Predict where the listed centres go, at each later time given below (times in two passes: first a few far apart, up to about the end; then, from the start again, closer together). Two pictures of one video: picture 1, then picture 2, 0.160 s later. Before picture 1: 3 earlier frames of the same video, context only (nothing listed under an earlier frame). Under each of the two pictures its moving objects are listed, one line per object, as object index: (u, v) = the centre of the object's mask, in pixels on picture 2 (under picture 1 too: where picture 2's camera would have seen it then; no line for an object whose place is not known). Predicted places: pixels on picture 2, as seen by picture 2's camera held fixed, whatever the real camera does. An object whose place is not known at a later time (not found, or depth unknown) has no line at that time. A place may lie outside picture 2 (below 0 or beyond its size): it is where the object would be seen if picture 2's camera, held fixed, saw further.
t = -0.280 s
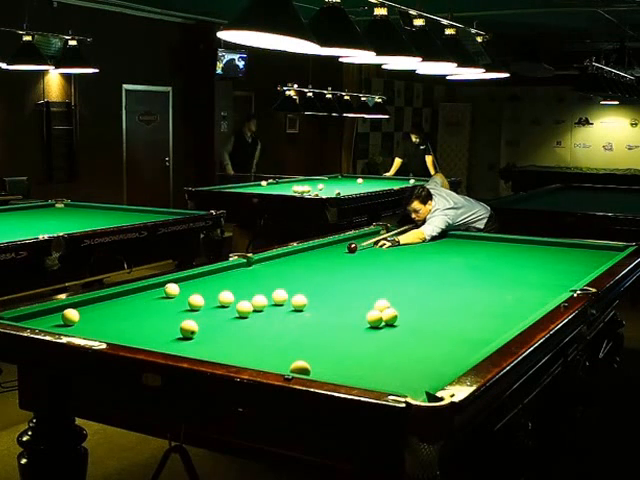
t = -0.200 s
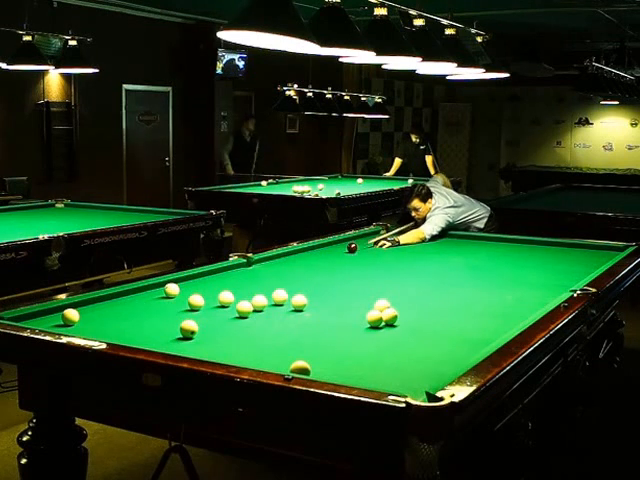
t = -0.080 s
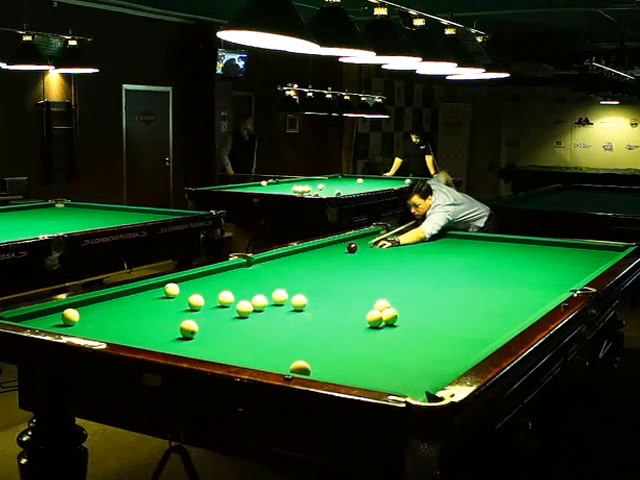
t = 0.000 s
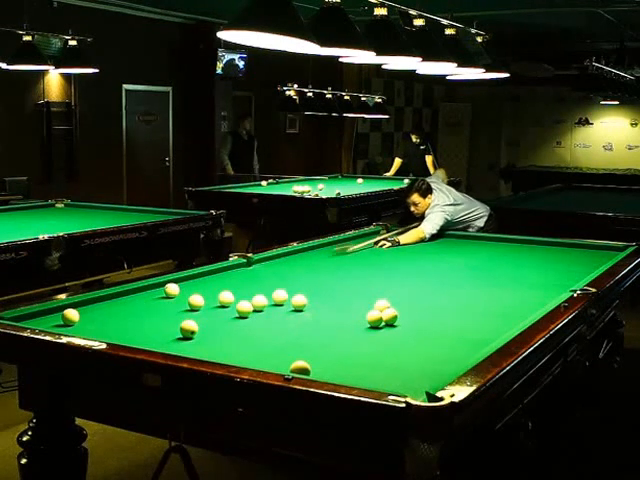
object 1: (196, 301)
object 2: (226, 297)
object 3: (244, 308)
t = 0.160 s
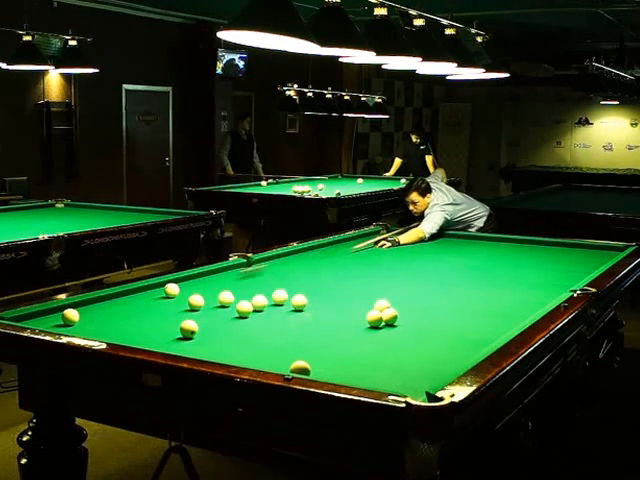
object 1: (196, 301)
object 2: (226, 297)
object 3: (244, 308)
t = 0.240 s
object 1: (196, 301)
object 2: (226, 298)
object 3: (244, 308)
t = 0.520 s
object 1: (196, 301)
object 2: (226, 297)
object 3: (244, 308)
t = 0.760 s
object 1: (196, 301)
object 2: (226, 298)
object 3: (244, 308)
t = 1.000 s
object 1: (196, 301)
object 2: (226, 297)
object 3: (244, 308)
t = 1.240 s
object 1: (196, 301)
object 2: (225, 298)
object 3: (244, 308)
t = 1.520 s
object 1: (196, 301)
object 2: (226, 297)
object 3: (244, 308)
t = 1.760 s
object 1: (196, 301)
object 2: (226, 297)
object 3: (244, 308)
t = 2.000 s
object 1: (196, 301)
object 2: (226, 298)
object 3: (244, 308)
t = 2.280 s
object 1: (196, 301)
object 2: (226, 298)
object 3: (244, 308)
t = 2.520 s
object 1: (196, 301)
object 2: (226, 297)
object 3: (244, 308)
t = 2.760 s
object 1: (196, 301)
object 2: (226, 297)
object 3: (244, 308)
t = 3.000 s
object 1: (196, 301)
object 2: (225, 298)
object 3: (244, 308)
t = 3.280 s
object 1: (196, 301)
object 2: (226, 297)
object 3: (244, 308)
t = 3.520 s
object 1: (196, 301)
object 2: (226, 297)
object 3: (244, 308)
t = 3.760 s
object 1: (196, 301)
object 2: (225, 298)
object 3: (244, 308)
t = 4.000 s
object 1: (196, 301)
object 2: (226, 297)
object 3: (244, 308)
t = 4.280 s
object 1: (193, 302)
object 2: (208, 299)
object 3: (244, 309)
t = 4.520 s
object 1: (177, 304)
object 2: (198, 299)
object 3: (246, 311)
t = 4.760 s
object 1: (161, 307)
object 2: (189, 298)
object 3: (250, 315)
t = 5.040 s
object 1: (144, 309)
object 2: (180, 298)
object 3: (255, 320)
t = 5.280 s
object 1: (130, 311)
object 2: (172, 297)
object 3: (260, 323)
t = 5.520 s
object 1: (116, 313)
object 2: (166, 297)
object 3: (264, 327)
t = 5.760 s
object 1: (103, 315)
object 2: (161, 297)
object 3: (268, 331)
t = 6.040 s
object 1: (89, 317)
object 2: (155, 296)
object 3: (273, 336)
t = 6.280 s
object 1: (79, 319)
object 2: (152, 297)
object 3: (277, 340)
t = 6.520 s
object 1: (68, 321)
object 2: (151, 296)
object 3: (281, 343)
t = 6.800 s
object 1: (58, 322)
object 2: (150, 296)
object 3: (286, 347)
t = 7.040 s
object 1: (50, 322)
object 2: (150, 296)
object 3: (290, 349)
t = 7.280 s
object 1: (43, 322)
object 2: (150, 296)
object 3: (293, 352)
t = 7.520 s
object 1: (38, 322)
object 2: (150, 296)
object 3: (296, 353)
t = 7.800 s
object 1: (38, 322)
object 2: (149, 296)
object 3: (300, 355)
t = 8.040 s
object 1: (39, 322)
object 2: (150, 296)
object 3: (303, 356)
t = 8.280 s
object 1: (39, 322)
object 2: (150, 296)
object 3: (306, 358)
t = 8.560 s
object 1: (39, 322)
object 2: (149, 296)
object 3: (309, 360)
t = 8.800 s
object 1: (39, 322)
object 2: (149, 296)
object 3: (311, 361)
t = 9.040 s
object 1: (39, 322)
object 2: (149, 296)
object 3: (312, 362)
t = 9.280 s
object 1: (39, 322)
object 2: (149, 296)
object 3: (312, 363)
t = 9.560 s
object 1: (39, 322)
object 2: (149, 296)
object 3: (312, 363)
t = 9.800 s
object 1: (39, 322)
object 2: (149, 296)
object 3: (312, 363)
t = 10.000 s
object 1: (39, 322)
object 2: (149, 296)
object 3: (312, 363)
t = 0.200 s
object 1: (196, 301)
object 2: (226, 297)
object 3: (244, 308)
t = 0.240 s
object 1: (196, 301)
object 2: (226, 298)
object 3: (244, 308)
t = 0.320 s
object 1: (196, 301)
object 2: (226, 297)
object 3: (244, 308)
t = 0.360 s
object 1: (196, 301)
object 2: (226, 297)
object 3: (244, 308)
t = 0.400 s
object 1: (196, 301)
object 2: (226, 297)
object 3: (244, 308)
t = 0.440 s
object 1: (196, 301)
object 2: (226, 298)
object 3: (244, 308)
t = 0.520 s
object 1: (196, 301)
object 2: (226, 297)
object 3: (244, 308)
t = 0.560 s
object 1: (196, 301)
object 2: (226, 298)
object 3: (244, 308)
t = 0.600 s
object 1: (196, 301)
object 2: (226, 297)
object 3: (244, 308)
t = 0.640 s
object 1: (196, 301)
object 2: (226, 298)
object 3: (244, 308)
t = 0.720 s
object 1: (196, 302)
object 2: (226, 298)
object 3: (244, 308)
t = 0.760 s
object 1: (196, 301)
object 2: (226, 298)
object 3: (244, 308)
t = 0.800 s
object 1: (196, 301)
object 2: (226, 298)
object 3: (244, 308)
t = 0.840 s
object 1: (196, 301)
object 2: (226, 298)
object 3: (244, 308)
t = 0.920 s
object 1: (196, 301)
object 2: (226, 297)
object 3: (244, 308)
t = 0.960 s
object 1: (196, 301)
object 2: (226, 298)
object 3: (244, 308)
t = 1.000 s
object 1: (196, 301)
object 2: (226, 297)
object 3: (244, 308)
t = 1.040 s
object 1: (196, 301)
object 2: (226, 297)
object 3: (244, 308)
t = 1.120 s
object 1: (196, 301)
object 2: (226, 297)
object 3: (244, 308)
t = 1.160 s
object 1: (196, 301)
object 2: (226, 297)
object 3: (244, 308)
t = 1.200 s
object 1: (196, 301)
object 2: (226, 297)
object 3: (244, 308)
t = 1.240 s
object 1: (196, 301)
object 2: (225, 298)
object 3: (244, 308)
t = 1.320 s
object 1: (196, 301)
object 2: (226, 297)
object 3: (244, 308)
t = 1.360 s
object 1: (196, 301)
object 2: (226, 297)
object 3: (244, 308)
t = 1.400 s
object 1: (196, 301)
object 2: (226, 297)
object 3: (244, 308)
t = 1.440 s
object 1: (196, 301)
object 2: (226, 297)
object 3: (244, 308)
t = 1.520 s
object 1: (196, 301)
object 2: (226, 297)
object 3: (244, 308)
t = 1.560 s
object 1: (196, 301)
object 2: (226, 298)
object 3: (244, 308)
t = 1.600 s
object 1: (196, 301)
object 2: (226, 297)
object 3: (244, 308)
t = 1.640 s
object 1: (196, 301)
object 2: (226, 297)
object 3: (244, 308)
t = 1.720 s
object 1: (196, 301)
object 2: (226, 297)
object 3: (244, 308)
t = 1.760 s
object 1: (196, 301)
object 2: (226, 297)
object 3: (244, 308)
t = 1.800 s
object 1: (196, 301)
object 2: (226, 297)
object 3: (244, 308)
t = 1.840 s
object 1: (196, 301)
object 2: (225, 298)
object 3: (244, 308)
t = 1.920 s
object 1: (196, 301)
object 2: (226, 297)
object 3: (244, 308)
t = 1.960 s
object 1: (196, 301)
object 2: (226, 297)
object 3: (244, 308)
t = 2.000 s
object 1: (196, 301)
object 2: (226, 298)
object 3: (244, 308)
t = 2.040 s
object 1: (196, 301)
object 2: (226, 298)
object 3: (244, 308)
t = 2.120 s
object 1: (196, 301)
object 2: (225, 298)
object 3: (244, 308)
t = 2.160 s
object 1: (196, 301)
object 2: (226, 297)
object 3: (244, 308)
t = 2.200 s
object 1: (196, 301)
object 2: (226, 297)
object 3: (244, 308)
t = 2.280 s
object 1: (196, 301)
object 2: (226, 298)
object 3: (244, 308)
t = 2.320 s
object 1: (196, 301)
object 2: (226, 298)
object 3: (244, 308)
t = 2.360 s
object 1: (196, 301)
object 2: (226, 297)
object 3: (244, 308)
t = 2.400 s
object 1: (196, 301)
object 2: (225, 298)
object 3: (244, 308)
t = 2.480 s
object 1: (196, 301)
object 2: (226, 298)
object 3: (244, 308)
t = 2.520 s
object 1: (196, 301)
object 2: (226, 297)
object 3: (244, 308)
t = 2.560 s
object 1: (196, 301)
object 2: (226, 298)
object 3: (244, 308)
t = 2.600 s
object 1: (196, 301)
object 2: (226, 297)
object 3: (244, 308)
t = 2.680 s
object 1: (196, 301)
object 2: (226, 297)
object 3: (244, 308)
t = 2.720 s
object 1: (196, 301)
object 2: (226, 297)
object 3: (244, 308)
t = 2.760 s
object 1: (196, 301)
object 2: (226, 297)
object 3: (244, 308)
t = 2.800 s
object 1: (196, 301)
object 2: (226, 297)
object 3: (244, 308)
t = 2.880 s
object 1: (196, 301)
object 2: (226, 298)
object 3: (244, 308)
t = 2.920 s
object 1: (196, 301)
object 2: (226, 297)
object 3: (244, 308)
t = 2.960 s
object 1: (196, 301)
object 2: (226, 297)
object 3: (244, 308)
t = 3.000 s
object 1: (196, 301)
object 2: (225, 298)
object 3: (244, 308)
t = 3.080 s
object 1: (196, 301)
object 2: (226, 297)
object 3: (244, 308)
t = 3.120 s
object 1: (196, 301)
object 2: (226, 297)
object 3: (244, 308)
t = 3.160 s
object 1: (196, 301)
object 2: (225, 298)
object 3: (244, 308)
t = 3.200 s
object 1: (196, 301)
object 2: (225, 298)
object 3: (244, 308)
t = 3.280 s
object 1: (196, 301)
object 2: (226, 297)
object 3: (244, 308)
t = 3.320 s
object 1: (196, 301)
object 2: (226, 297)
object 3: (244, 308)
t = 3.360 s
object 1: (196, 301)
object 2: (226, 297)
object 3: (244, 308)
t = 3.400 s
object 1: (196, 301)
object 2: (226, 297)
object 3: (244, 308)
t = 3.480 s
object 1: (196, 301)
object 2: (225, 298)
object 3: (244, 308)
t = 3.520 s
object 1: (196, 301)
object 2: (226, 297)
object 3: (244, 308)
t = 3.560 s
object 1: (196, 301)
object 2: (225, 298)
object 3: (244, 308)
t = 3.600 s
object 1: (196, 301)
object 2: (226, 297)
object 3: (244, 308)
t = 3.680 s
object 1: (196, 301)
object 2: (226, 297)
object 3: (244, 308)
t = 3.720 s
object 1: (196, 301)
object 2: (226, 297)
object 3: (244, 308)
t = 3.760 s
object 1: (196, 301)
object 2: (225, 298)
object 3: (244, 308)
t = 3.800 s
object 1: (196, 301)
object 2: (226, 297)
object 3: (244, 308)
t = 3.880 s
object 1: (196, 301)
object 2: (226, 297)
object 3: (244, 308)
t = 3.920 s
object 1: (196, 301)
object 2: (226, 297)
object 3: (244, 308)
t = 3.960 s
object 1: (196, 301)
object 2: (225, 298)
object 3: (244, 308)
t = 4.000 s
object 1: (196, 301)
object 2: (226, 297)
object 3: (244, 308)
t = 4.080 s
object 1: (196, 301)
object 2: (226, 297)
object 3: (244, 309)
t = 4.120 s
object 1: (196, 301)
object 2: (225, 297)
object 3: (244, 309)
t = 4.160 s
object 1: (196, 301)
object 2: (222, 297)
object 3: (244, 309)
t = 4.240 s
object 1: (196, 301)
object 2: (211, 299)
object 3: (244, 309)
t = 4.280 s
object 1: (193, 302)
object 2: (208, 299)
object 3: (244, 309)
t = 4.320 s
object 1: (190, 302)
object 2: (206, 299)
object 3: (244, 309)
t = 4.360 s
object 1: (187, 303)
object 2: (204, 299)
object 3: (244, 309)
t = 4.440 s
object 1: (182, 303)
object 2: (201, 299)
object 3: (244, 310)
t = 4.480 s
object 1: (179, 304)
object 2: (199, 299)
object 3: (246, 311)
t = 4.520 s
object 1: (177, 304)
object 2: (198, 299)
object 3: (246, 311)
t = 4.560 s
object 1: (174, 305)
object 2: (196, 299)
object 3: (247, 311)
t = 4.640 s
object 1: (169, 305)
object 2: (193, 298)
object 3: (247, 313)
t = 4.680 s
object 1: (166, 306)
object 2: (192, 298)
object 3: (249, 313)
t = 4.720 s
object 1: (164, 306)
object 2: (190, 298)
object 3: (249, 314)
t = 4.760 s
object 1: (161, 307)
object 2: (189, 298)
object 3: (250, 315)
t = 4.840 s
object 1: (156, 307)
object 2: (186, 298)
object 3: (251, 316)
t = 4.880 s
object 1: (154, 308)
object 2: (185, 298)
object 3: (252, 317)
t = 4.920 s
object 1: (151, 308)
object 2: (183, 298)
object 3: (253, 318)
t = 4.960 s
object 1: (149, 309)
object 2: (182, 298)
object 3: (254, 319)
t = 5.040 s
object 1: (144, 309)
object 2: (180, 298)
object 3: (255, 320)
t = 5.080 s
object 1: (142, 310)
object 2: (178, 297)
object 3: (256, 320)
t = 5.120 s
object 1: (139, 310)
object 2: (177, 298)
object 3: (256, 321)
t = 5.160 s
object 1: (137, 310)
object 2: (176, 297)
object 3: (257, 321)
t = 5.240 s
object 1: (132, 311)
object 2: (174, 297)
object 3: (259, 322)
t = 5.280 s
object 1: (130, 311)
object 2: (172, 297)
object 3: (260, 323)
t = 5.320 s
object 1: (128, 312)
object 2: (171, 297)
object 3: (260, 323)
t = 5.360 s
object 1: (125, 312)
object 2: (170, 297)
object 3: (261, 324)
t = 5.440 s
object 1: (121, 313)
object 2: (168, 297)
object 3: (262, 326)
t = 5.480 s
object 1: (118, 313)
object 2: (167, 297)
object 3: (263, 327)
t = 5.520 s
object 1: (116, 313)
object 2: (166, 297)
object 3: (264, 327)
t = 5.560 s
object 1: (114, 314)
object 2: (165, 297)
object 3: (264, 328)
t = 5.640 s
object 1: (110, 314)
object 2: (163, 297)
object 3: (265, 329)
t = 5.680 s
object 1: (108, 315)
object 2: (162, 297)
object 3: (266, 330)
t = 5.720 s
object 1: (106, 315)
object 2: (161, 297)
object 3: (267, 331)
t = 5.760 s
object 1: (103, 315)
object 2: (161, 297)
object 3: (268, 331)
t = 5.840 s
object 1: (99, 316)
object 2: (159, 297)
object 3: (269, 332)
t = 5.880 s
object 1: (97, 316)
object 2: (158, 297)
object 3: (270, 333)
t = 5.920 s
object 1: (95, 317)
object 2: (157, 297)
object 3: (270, 334)
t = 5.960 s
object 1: (93, 317)
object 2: (157, 297)
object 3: (271, 334)
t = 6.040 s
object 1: (89, 317)
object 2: (155, 296)
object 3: (273, 336)
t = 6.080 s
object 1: (88, 318)
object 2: (155, 296)
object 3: (273, 337)
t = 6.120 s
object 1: (86, 318)
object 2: (154, 296)
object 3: (274, 337)
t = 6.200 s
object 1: (82, 319)
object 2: (153, 296)
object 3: (275, 338)
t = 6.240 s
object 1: (80, 319)
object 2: (153, 296)
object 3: (276, 339)
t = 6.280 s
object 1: (79, 319)
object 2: (152, 297)
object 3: (277, 340)
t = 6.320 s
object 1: (77, 319)
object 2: (152, 297)
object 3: (278, 340)
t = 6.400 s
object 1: (73, 320)
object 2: (152, 297)
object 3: (279, 341)
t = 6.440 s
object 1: (72, 320)
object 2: (151, 297)
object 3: (279, 342)
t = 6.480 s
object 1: (70, 320)
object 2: (151, 296)
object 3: (280, 342)
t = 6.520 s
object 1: (68, 321)
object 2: (151, 296)
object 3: (281, 343)
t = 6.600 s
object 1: (65, 321)
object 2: (151, 296)
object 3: (282, 344)
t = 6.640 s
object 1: (64, 321)
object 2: (151, 296)
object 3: (283, 345)
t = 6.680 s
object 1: (62, 321)
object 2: (151, 296)
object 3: (284, 346)
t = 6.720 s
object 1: (61, 322)
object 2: (151, 296)
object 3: (284, 346)
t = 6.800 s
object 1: (58, 322)
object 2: (150, 296)
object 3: (286, 347)
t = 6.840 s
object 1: (57, 322)
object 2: (150, 296)
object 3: (286, 347)
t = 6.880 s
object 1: (55, 322)
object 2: (150, 296)
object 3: (287, 347)
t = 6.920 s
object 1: (54, 322)
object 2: (150, 296)
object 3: (288, 348)
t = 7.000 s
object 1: (51, 322)
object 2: (150, 296)
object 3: (289, 349)
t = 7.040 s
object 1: (50, 322)
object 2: (150, 296)
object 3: (290, 349)
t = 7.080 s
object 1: (49, 322)
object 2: (150, 296)
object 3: (290, 350)
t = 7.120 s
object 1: (48, 322)
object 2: (150, 296)
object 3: (291, 350)
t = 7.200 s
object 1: (45, 322)
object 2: (150, 296)
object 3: (292, 351)
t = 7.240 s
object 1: (44, 322)
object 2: (150, 296)
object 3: (293, 352)
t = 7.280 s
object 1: (43, 322)
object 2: (150, 296)
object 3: (293, 352)
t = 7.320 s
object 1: (42, 322)
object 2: (150, 296)
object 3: (294, 352)
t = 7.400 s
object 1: (40, 322)
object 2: (150, 296)
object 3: (295, 353)
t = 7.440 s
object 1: (39, 322)
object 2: (150, 296)
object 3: (295, 353)
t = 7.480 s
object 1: (38, 322)
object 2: (150, 296)
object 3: (296, 353)
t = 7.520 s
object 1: (38, 322)
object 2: (150, 296)
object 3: (296, 353)
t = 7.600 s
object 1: (38, 322)
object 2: (150, 296)
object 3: (297, 353)
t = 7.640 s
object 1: (38, 322)
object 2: (149, 296)
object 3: (298, 354)
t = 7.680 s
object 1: (38, 322)
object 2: (149, 296)
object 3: (298, 354)
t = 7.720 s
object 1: (38, 322)
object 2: (150, 296)
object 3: (299, 354)
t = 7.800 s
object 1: (38, 322)
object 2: (149, 296)
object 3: (300, 355)
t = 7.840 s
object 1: (38, 322)
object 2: (150, 296)
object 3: (300, 355)
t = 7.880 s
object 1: (38, 322)
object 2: (149, 296)
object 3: (301, 355)
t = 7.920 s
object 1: (38, 322)
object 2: (150, 296)
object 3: (302, 355)
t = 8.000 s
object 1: (39, 322)
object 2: (149, 296)
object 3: (302, 356)
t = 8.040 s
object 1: (39, 322)
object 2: (150, 296)
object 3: (303, 356)
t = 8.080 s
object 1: (39, 322)
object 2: (149, 296)
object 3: (304, 356)
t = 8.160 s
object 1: (39, 322)
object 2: (150, 296)
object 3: (305, 357)
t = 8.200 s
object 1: (39, 322)
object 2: (149, 296)
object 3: (305, 357)
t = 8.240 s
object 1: (39, 322)
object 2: (149, 296)
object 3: (306, 357)
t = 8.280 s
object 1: (39, 322)
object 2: (150, 296)
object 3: (306, 358)
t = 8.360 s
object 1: (39, 322)
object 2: (149, 296)
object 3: (307, 358)
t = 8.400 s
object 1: (39, 322)
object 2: (149, 296)
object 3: (308, 358)
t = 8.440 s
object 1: (39, 322)
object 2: (149, 296)
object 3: (308, 359)
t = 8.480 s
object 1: (39, 322)
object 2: (149, 296)
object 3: (308, 359)
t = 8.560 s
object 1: (39, 322)
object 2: (149, 296)
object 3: (309, 360)
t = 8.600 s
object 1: (39, 322)
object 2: (149, 296)
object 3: (310, 360)
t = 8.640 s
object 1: (39, 322)
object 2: (149, 296)
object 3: (310, 360)
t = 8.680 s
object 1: (39, 322)
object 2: (149, 296)
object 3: (310, 361)
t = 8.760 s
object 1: (39, 322)
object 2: (149, 296)
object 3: (311, 361)
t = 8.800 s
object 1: (39, 322)
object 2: (149, 296)
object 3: (311, 361)
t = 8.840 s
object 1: (39, 322)
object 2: (149, 296)
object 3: (311, 362)
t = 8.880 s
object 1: (39, 322)
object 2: (149, 296)
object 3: (311, 362)
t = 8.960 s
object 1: (39, 322)
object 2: (149, 296)
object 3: (312, 362)
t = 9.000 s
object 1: (39, 322)
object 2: (149, 296)
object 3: (312, 362)
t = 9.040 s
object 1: (39, 322)
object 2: (149, 296)
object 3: (312, 362)
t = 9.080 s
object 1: (39, 322)
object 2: (149, 296)
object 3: (312, 362)
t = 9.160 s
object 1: (39, 322)
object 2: (149, 296)
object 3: (312, 363)
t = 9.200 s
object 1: (39, 322)
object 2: (149, 296)
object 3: (312, 362)
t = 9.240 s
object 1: (39, 322)
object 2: (149, 296)
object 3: (312, 362)
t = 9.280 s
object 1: (39, 322)
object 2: (149, 296)
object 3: (312, 363)
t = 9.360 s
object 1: (39, 322)
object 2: (149, 296)
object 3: (312, 363)
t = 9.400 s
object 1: (39, 322)
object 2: (149, 296)
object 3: (312, 363)
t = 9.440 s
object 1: (39, 322)
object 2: (149, 296)
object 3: (312, 363)
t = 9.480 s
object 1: (39, 322)
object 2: (149, 296)
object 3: (312, 363)
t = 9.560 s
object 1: (39, 322)
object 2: (149, 296)
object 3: (312, 363)
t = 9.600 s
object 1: (39, 322)
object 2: (149, 296)
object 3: (312, 363)
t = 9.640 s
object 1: (39, 322)
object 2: (149, 296)
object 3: (312, 363)
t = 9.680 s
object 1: (39, 322)
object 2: (149, 296)
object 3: (312, 363)
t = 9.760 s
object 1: (39, 322)
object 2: (149, 296)
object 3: (312, 363)
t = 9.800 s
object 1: (39, 322)
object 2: (149, 296)
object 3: (312, 363)
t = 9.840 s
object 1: (39, 322)
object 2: (149, 296)
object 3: (312, 363)
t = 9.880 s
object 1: (39, 322)
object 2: (149, 296)
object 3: (312, 363)
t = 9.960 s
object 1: (39, 322)
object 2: (149, 296)
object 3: (312, 363)
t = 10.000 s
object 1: (39, 322)
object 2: (149, 296)
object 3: (312, 363)
